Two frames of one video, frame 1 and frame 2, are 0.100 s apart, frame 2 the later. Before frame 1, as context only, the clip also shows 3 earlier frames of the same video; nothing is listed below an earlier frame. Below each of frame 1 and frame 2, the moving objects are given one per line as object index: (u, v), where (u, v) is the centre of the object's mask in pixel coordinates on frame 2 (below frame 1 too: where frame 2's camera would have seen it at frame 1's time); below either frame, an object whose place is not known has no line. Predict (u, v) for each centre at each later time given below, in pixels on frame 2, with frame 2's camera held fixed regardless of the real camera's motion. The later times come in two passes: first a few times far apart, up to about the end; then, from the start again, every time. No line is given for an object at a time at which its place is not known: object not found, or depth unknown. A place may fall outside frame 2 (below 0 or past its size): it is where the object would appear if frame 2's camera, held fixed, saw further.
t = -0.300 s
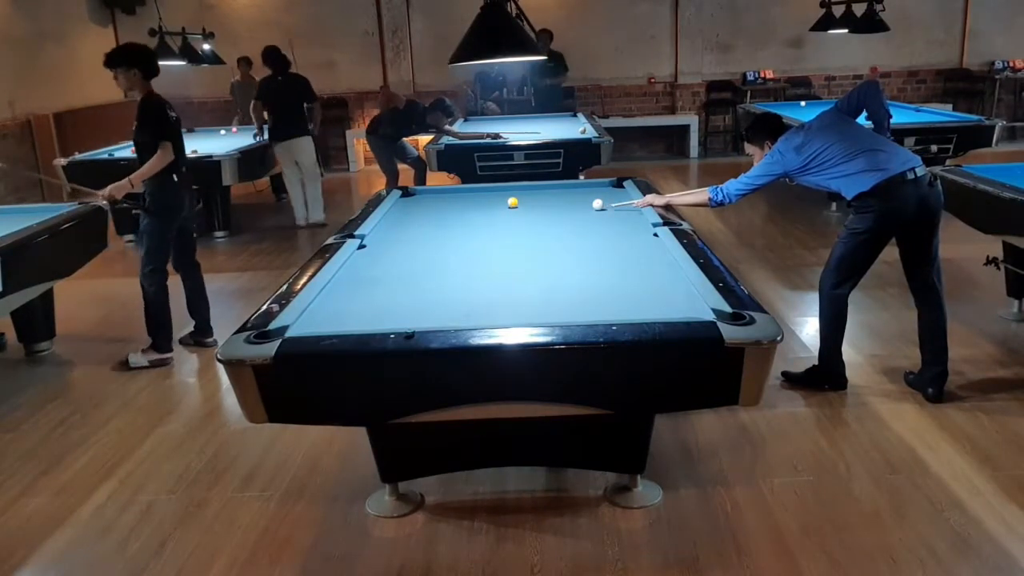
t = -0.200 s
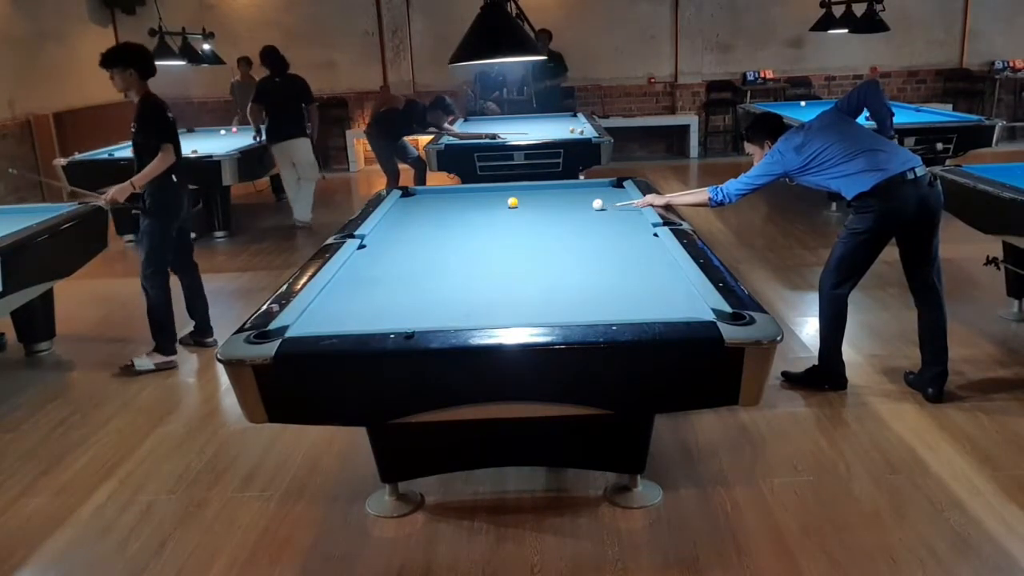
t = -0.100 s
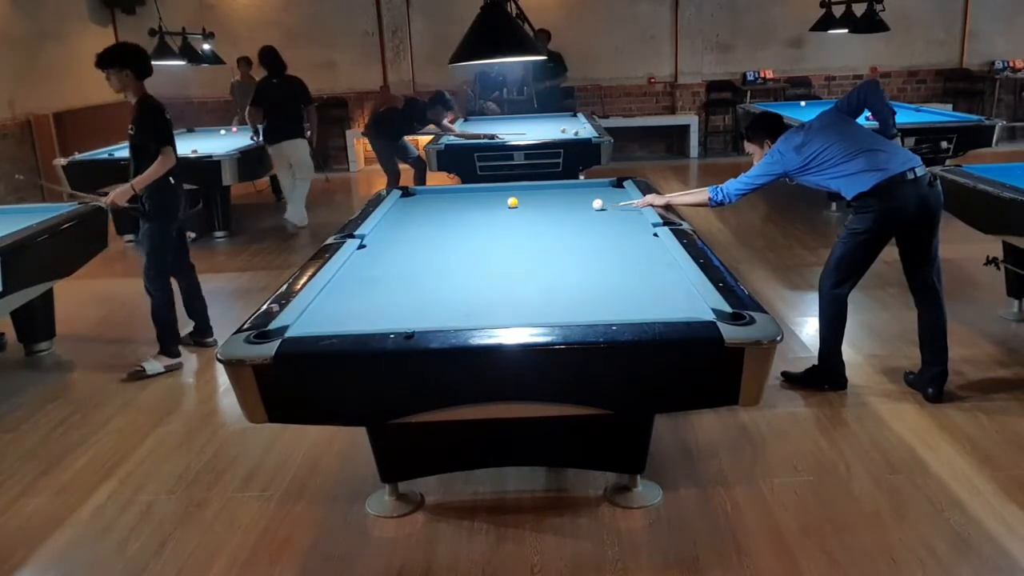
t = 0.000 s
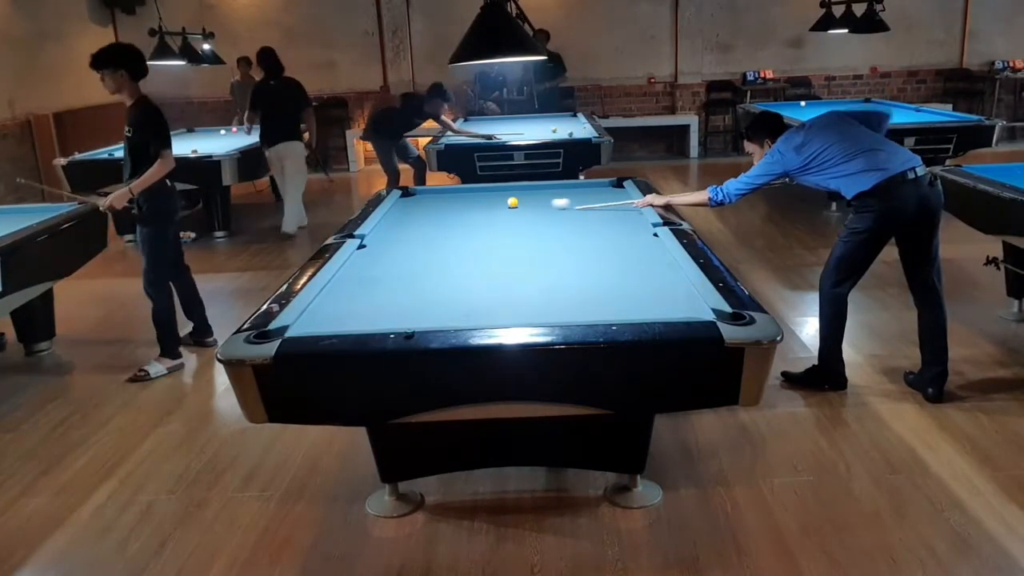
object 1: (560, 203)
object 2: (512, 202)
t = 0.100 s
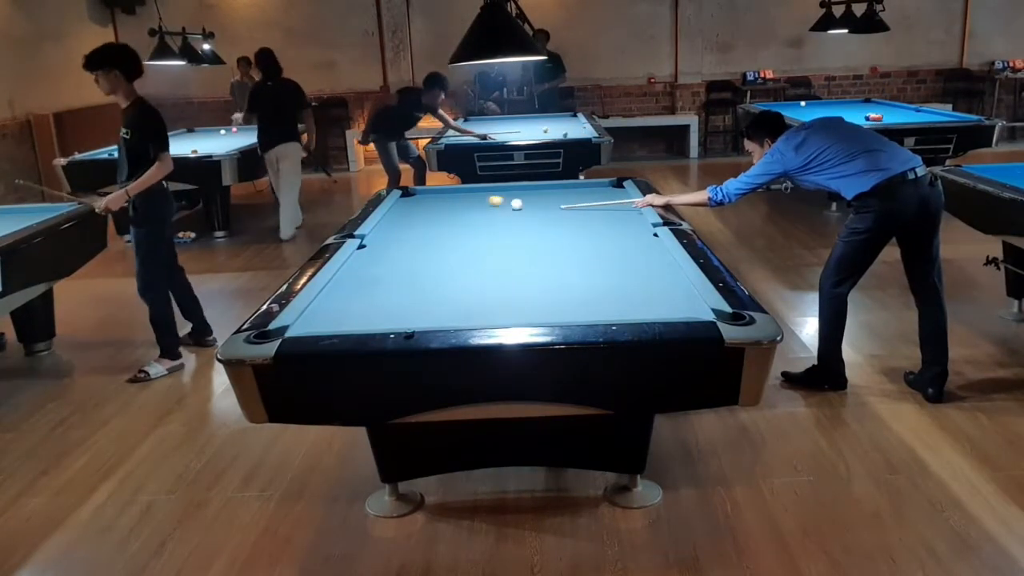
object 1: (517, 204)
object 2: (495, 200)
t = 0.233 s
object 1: (508, 208)
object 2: (442, 196)
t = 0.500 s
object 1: (501, 213)
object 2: (407, 193)
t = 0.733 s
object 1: (495, 219)
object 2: (411, 194)
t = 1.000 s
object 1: (488, 225)
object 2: (417, 197)
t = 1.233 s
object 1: (482, 232)
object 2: (422, 198)
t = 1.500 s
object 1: (475, 238)
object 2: (429, 199)
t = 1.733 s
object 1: (469, 245)
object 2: (433, 200)
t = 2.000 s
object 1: (463, 251)
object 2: (438, 202)
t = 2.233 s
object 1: (457, 257)
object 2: (442, 203)
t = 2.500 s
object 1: (450, 264)
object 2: (447, 204)
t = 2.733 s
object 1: (444, 271)
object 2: (450, 204)
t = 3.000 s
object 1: (438, 277)
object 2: (454, 205)
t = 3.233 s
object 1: (432, 284)
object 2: (457, 206)
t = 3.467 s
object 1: (425, 290)
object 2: (459, 206)
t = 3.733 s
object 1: (419, 296)
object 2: (461, 206)
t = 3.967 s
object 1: (414, 301)
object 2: (462, 207)
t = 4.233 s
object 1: (407, 308)
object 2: (463, 207)
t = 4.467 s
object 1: (401, 312)
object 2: (463, 207)
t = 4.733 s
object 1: (396, 317)
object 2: (464, 207)
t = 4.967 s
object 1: (390, 320)
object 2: (464, 207)
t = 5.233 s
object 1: (385, 322)
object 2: (464, 207)
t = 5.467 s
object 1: (381, 324)
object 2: (464, 207)
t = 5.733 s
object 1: (379, 324)
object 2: (464, 207)
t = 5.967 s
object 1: (377, 324)
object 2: (464, 207)
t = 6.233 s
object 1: (377, 324)
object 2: (464, 207)
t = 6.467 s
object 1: (379, 325)
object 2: (464, 207)
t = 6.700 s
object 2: (464, 207)
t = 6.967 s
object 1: (376, 324)
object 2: (464, 207)
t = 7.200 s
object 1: (377, 324)
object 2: (464, 207)
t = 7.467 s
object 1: (377, 324)
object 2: (464, 207)
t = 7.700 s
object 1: (377, 324)
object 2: (464, 207)
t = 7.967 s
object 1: (377, 324)
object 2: (464, 207)
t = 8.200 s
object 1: (377, 324)
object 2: (464, 207)
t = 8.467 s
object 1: (377, 324)
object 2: (464, 207)
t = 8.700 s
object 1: (377, 324)
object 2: (464, 207)
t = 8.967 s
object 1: (377, 324)
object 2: (464, 207)
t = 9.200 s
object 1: (377, 324)
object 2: (464, 207)
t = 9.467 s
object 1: (377, 324)
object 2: (464, 207)
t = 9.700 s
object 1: (377, 324)
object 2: (464, 207)
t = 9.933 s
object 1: (377, 324)
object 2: (464, 207)
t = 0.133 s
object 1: (513, 205)
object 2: (481, 199)
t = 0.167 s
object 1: (510, 206)
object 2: (467, 198)
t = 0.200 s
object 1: (509, 206)
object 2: (454, 197)
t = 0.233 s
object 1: (508, 208)
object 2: (442, 196)
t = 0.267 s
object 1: (507, 208)
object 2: (430, 195)
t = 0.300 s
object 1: (506, 209)
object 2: (419, 194)
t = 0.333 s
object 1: (505, 210)
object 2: (409, 193)
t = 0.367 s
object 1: (504, 211)
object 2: (409, 192)
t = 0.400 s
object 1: (503, 211)
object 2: (412, 191)
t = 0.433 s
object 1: (503, 212)
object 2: (411, 191)
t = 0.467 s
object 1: (502, 212)
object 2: (409, 192)
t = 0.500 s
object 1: (501, 213)
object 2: (407, 193)
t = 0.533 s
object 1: (500, 214)
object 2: (407, 193)
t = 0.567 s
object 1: (499, 215)
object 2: (407, 193)
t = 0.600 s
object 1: (499, 216)
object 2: (408, 194)
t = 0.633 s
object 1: (498, 217)
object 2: (409, 194)
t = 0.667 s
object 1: (497, 218)
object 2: (409, 194)
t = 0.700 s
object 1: (496, 218)
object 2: (410, 194)
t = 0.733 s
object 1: (495, 219)
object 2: (411, 194)
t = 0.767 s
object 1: (494, 220)
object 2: (412, 195)
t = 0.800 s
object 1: (493, 221)
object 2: (413, 195)
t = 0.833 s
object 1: (492, 221)
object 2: (414, 195)
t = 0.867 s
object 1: (492, 222)
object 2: (414, 195)
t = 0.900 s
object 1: (491, 223)
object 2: (415, 196)
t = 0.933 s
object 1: (490, 224)
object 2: (416, 196)
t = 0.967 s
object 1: (489, 225)
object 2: (416, 196)
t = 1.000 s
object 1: (488, 225)
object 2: (417, 197)
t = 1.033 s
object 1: (488, 226)
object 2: (418, 197)
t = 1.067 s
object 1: (486, 227)
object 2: (419, 197)
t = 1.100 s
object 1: (486, 228)
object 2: (420, 197)
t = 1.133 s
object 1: (485, 229)
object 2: (421, 197)
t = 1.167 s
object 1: (484, 230)
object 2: (421, 197)
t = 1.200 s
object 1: (483, 231)
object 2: (422, 197)
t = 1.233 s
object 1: (482, 232)
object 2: (422, 198)
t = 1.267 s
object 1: (481, 233)
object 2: (423, 198)
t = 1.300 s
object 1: (480, 233)
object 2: (424, 198)
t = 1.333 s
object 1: (479, 234)
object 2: (425, 198)
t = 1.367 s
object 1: (479, 235)
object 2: (425, 198)
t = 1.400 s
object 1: (478, 236)
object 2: (426, 199)
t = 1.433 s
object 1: (477, 237)
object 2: (427, 199)
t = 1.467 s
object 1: (476, 238)
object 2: (428, 199)
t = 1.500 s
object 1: (475, 238)
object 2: (429, 199)
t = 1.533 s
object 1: (475, 239)
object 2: (429, 199)
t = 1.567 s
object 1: (473, 240)
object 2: (430, 199)
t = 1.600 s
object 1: (473, 241)
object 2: (430, 200)
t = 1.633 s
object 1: (472, 242)
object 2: (431, 200)
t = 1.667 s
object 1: (471, 243)
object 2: (432, 200)
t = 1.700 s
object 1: (470, 244)
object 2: (432, 200)
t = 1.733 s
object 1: (469, 245)
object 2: (433, 200)
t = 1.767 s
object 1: (468, 245)
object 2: (434, 201)
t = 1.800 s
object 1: (468, 246)
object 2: (434, 201)
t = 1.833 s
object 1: (467, 247)
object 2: (435, 201)
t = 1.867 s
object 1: (466, 248)
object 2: (435, 201)
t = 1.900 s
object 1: (465, 249)
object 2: (436, 201)
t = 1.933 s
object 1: (464, 250)
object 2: (437, 201)
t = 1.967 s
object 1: (463, 250)
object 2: (437, 202)
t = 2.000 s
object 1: (463, 251)
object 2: (438, 202)
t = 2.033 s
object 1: (462, 252)
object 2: (438, 202)
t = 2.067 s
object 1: (461, 253)
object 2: (439, 202)
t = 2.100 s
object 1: (460, 254)
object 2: (440, 202)
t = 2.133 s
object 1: (459, 255)
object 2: (440, 203)
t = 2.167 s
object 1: (458, 256)
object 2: (441, 203)
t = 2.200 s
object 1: (458, 257)
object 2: (442, 203)
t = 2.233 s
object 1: (457, 257)
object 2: (442, 203)
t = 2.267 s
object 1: (456, 258)
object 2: (443, 203)
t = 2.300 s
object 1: (455, 259)
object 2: (443, 203)
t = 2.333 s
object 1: (455, 260)
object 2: (444, 203)
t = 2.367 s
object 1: (453, 261)
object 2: (445, 203)
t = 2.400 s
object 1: (453, 262)
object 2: (445, 203)
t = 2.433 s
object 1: (452, 263)
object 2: (446, 204)
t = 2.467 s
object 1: (451, 263)
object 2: (446, 204)
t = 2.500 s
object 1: (450, 264)
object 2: (447, 204)
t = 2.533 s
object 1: (449, 265)
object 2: (448, 204)
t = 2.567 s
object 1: (448, 266)
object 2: (448, 204)
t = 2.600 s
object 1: (447, 267)
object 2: (449, 204)
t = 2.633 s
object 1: (446, 268)
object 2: (449, 204)
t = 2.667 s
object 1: (446, 269)
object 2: (449, 204)
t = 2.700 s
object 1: (445, 270)
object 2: (450, 204)
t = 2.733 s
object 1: (444, 271)
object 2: (450, 204)
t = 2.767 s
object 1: (443, 272)
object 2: (451, 204)
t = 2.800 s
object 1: (442, 272)
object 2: (451, 205)
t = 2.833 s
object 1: (442, 273)
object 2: (452, 205)
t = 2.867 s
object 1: (441, 274)
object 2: (452, 205)
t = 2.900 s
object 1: (440, 275)
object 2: (453, 205)
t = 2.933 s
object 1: (439, 276)
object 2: (453, 205)
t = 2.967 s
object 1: (438, 277)
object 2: (454, 205)
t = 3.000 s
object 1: (438, 277)
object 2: (454, 205)
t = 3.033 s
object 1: (436, 278)
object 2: (455, 205)
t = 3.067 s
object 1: (436, 279)
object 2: (455, 205)
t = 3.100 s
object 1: (435, 280)
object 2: (455, 205)
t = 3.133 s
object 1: (433, 281)
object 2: (455, 205)
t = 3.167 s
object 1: (433, 282)
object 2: (456, 205)
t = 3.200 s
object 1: (432, 283)
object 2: (456, 206)
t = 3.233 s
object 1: (432, 284)
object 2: (457, 206)
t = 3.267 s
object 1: (431, 284)
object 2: (457, 206)
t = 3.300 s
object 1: (430, 285)
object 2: (457, 206)
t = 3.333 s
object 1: (429, 286)
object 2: (458, 206)
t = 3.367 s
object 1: (428, 287)
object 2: (458, 206)
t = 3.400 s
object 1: (427, 288)
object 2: (459, 206)
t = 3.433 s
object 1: (426, 288)
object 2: (459, 206)
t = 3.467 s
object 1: (425, 290)
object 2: (459, 206)
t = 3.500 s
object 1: (425, 290)
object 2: (460, 206)
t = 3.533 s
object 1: (424, 291)
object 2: (460, 206)
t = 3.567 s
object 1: (423, 292)
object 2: (460, 206)
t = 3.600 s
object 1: (423, 293)
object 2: (460, 206)
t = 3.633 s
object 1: (422, 293)
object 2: (461, 206)
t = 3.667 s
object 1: (421, 294)
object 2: (461, 207)
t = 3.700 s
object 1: (420, 295)
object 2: (461, 206)
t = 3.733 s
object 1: (419, 296)
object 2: (461, 206)
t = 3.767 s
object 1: (418, 297)
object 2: (462, 206)
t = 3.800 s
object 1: (418, 297)
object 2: (462, 206)
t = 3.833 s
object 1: (417, 298)
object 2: (462, 206)
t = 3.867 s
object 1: (416, 299)
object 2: (462, 206)
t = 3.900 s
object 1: (415, 300)
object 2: (462, 207)
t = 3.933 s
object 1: (414, 301)
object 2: (462, 207)
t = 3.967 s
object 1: (414, 301)
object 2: (462, 207)
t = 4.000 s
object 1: (413, 302)
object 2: (463, 207)
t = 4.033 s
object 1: (412, 303)
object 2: (463, 207)
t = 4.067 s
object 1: (411, 303)
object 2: (463, 207)
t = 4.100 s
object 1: (410, 305)
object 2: (463, 207)
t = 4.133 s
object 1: (410, 305)
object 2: (463, 207)
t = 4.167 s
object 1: (409, 306)
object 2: (463, 207)
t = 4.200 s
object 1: (408, 307)
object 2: (463, 207)
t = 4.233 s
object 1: (407, 308)
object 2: (463, 207)
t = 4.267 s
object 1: (406, 309)
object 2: (463, 207)
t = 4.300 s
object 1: (405, 310)
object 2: (463, 207)
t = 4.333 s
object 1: (405, 310)
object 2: (463, 207)
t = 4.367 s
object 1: (404, 311)
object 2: (463, 207)
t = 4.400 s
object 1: (403, 311)
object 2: (463, 207)
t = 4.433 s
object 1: (402, 312)
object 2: (463, 207)
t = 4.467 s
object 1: (401, 312)
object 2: (463, 207)
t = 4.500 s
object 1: (401, 313)
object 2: (463, 207)
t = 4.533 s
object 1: (400, 313)
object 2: (464, 207)
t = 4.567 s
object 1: (399, 314)
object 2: (464, 207)
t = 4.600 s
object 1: (398, 315)
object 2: (464, 207)
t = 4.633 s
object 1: (398, 316)
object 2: (464, 207)
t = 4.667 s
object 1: (397, 316)
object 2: (464, 207)
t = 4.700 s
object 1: (396, 317)
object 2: (464, 207)
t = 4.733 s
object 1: (396, 317)
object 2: (464, 207)
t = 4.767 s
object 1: (395, 318)
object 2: (464, 207)
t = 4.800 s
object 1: (394, 318)
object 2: (464, 207)
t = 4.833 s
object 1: (393, 319)
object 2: (464, 207)
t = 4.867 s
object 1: (393, 319)
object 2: (464, 207)
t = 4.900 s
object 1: (392, 319)
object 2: (464, 207)
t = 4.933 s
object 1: (391, 320)
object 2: (464, 207)
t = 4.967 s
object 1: (390, 320)
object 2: (464, 207)
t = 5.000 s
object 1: (389, 320)
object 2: (464, 207)
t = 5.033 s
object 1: (389, 321)
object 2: (464, 207)
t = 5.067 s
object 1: (388, 321)
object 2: (464, 207)
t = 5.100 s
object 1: (388, 321)
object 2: (464, 207)
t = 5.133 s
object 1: (387, 321)
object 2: (464, 207)
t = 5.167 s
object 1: (386, 322)
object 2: (464, 207)
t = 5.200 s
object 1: (386, 322)
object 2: (464, 207)
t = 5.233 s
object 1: (385, 322)
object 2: (464, 207)
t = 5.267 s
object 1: (385, 323)
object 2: (464, 207)
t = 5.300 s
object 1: (384, 323)
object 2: (464, 207)
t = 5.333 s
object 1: (384, 323)
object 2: (464, 207)
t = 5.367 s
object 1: (383, 323)
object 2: (464, 207)
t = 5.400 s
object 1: (383, 323)
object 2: (464, 207)
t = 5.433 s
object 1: (382, 324)
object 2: (464, 207)
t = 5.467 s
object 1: (381, 324)
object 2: (464, 207)
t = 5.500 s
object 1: (381, 324)
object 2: (464, 207)
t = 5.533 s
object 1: (380, 324)
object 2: (464, 207)
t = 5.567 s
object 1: (380, 324)
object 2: (464, 207)
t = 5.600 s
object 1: (379, 324)
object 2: (464, 207)
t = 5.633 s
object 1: (379, 325)
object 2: (464, 207)
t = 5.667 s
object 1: (379, 324)
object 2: (464, 207)
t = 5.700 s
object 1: (379, 324)
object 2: (464, 207)
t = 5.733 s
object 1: (379, 324)
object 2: (464, 207)
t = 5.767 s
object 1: (379, 324)
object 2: (464, 207)
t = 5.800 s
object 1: (379, 324)
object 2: (464, 207)
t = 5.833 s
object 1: (379, 324)
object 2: (464, 207)
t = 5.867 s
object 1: (378, 324)
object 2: (464, 207)
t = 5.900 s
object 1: (378, 324)
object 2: (464, 207)
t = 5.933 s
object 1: (378, 324)
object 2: (464, 207)
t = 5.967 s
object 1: (377, 324)
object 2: (464, 207)
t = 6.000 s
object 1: (377, 324)
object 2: (464, 207)
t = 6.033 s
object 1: (377, 324)
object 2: (464, 207)
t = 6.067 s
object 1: (377, 324)
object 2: (464, 207)
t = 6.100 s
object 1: (377, 324)
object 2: (464, 207)
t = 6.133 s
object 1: (377, 324)
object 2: (464, 207)
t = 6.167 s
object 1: (377, 324)
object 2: (464, 207)
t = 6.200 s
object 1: (377, 324)
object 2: (464, 207)
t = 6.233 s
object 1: (377, 324)
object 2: (464, 207)
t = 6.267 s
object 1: (377, 324)
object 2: (464, 207)
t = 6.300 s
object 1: (377, 324)
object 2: (464, 207)
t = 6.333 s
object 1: (377, 324)
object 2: (464, 207)
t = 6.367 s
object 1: (377, 324)
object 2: (464, 207)
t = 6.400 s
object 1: (377, 324)
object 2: (464, 207)
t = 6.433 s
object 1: (376, 324)
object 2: (464, 207)
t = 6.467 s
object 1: (379, 325)
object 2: (464, 207)
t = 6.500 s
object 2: (464, 207)
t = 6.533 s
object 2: (464, 207)
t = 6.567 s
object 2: (464, 207)
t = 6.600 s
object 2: (464, 207)
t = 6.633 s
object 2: (464, 207)
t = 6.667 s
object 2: (464, 207)
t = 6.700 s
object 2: (464, 207)
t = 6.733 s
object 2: (464, 207)
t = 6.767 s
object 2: (464, 207)
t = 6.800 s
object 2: (464, 207)
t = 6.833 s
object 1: (376, 324)
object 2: (464, 207)
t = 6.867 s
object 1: (376, 324)
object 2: (464, 207)
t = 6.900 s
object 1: (376, 324)
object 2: (464, 207)
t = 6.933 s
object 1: (376, 324)
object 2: (464, 207)
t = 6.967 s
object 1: (376, 324)
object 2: (464, 207)
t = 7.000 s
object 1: (376, 324)
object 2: (464, 207)
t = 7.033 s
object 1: (376, 324)
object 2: (464, 207)
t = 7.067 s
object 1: (376, 324)
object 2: (464, 207)
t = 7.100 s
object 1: (376, 324)
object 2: (464, 207)
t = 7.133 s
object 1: (377, 324)
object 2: (464, 207)
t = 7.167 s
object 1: (377, 324)
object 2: (464, 207)
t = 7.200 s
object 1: (377, 324)
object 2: (464, 207)
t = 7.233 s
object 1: (377, 324)
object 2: (464, 207)
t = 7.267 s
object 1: (377, 324)
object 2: (464, 207)
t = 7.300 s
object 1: (377, 324)
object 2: (464, 207)
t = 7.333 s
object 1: (377, 324)
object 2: (466, 206)
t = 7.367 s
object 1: (377, 324)
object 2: (464, 207)
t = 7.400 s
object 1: (377, 324)
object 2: (464, 207)
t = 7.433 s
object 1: (377, 324)
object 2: (464, 207)
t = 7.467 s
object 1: (377, 324)
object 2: (464, 207)
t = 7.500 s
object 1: (376, 324)
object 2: (464, 207)
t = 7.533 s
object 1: (377, 324)
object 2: (464, 207)
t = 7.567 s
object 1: (375, 325)
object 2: (464, 207)
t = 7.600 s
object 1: (377, 324)
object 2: (464, 207)
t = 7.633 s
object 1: (377, 324)
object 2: (464, 207)
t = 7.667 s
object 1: (377, 324)
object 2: (464, 207)
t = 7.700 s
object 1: (377, 324)
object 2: (464, 207)
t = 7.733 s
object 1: (377, 324)
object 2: (464, 207)
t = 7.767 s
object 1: (377, 324)
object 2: (464, 207)
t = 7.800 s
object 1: (377, 324)
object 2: (464, 207)
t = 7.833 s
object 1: (377, 324)
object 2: (464, 207)
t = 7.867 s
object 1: (377, 324)
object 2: (464, 207)
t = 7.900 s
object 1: (377, 324)
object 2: (464, 207)
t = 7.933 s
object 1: (377, 324)
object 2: (464, 207)
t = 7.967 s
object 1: (377, 324)
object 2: (464, 207)
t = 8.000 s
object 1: (377, 324)
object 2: (464, 207)
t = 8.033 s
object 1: (377, 324)
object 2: (464, 207)
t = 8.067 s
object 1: (377, 324)
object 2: (464, 207)
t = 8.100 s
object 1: (377, 324)
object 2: (464, 207)
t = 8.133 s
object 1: (377, 324)
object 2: (464, 207)
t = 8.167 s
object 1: (377, 324)
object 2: (464, 207)
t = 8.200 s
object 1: (377, 324)
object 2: (464, 207)
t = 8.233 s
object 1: (377, 324)
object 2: (464, 207)
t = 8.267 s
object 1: (377, 324)
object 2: (464, 207)
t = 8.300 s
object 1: (377, 324)
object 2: (464, 207)
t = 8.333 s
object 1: (377, 324)
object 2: (464, 207)
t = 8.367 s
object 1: (377, 324)
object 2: (464, 207)
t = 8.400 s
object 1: (377, 324)
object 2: (464, 207)
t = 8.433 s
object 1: (377, 324)
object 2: (464, 207)
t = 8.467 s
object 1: (377, 324)
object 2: (464, 207)
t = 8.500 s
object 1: (377, 324)
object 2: (464, 207)
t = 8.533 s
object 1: (377, 324)
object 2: (464, 207)
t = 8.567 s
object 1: (377, 324)
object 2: (464, 207)
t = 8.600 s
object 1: (377, 324)
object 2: (464, 207)
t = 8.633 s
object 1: (377, 324)
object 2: (464, 207)
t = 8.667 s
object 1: (377, 324)
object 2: (464, 207)
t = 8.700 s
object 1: (377, 324)
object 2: (464, 207)
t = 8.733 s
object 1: (377, 324)
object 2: (464, 207)
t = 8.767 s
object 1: (377, 324)
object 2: (464, 207)
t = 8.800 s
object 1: (377, 324)
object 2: (464, 207)
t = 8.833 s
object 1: (377, 324)
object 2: (464, 207)
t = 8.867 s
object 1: (377, 324)
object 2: (464, 207)
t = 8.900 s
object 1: (377, 324)
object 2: (464, 207)
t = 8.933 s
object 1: (377, 324)
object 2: (464, 207)
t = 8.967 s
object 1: (377, 324)
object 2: (464, 207)
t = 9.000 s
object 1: (377, 324)
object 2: (464, 207)
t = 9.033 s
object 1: (377, 324)
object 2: (464, 207)
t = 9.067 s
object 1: (377, 324)
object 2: (464, 207)
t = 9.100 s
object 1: (377, 324)
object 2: (464, 207)
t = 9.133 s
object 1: (377, 324)
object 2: (464, 207)
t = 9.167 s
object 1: (377, 324)
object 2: (464, 207)
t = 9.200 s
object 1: (377, 324)
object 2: (464, 207)
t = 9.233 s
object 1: (377, 324)
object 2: (464, 207)
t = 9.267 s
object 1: (377, 324)
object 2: (464, 207)
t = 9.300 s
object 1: (377, 324)
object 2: (464, 207)
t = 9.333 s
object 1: (377, 324)
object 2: (464, 207)
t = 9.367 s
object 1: (377, 324)
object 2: (464, 207)
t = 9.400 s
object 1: (377, 324)
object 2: (464, 207)
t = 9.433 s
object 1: (377, 324)
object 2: (464, 207)
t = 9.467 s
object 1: (377, 324)
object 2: (464, 207)
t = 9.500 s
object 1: (377, 324)
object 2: (464, 207)
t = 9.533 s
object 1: (377, 324)
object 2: (464, 207)
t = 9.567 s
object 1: (377, 324)
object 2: (464, 207)
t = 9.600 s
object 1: (377, 324)
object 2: (464, 207)
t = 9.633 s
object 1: (377, 324)
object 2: (464, 207)
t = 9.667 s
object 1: (377, 324)
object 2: (464, 207)
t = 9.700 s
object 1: (377, 324)
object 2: (464, 207)
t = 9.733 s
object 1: (377, 324)
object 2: (464, 207)
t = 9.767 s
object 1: (377, 324)
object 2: (464, 207)
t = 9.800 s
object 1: (377, 324)
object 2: (464, 207)
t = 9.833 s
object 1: (377, 324)
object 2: (464, 207)
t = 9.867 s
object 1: (377, 324)
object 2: (464, 207)
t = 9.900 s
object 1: (377, 324)
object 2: (464, 207)
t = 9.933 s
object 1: (377, 324)
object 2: (464, 207)
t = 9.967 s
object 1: (377, 324)
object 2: (464, 207)
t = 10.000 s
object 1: (377, 324)
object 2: (464, 207)
